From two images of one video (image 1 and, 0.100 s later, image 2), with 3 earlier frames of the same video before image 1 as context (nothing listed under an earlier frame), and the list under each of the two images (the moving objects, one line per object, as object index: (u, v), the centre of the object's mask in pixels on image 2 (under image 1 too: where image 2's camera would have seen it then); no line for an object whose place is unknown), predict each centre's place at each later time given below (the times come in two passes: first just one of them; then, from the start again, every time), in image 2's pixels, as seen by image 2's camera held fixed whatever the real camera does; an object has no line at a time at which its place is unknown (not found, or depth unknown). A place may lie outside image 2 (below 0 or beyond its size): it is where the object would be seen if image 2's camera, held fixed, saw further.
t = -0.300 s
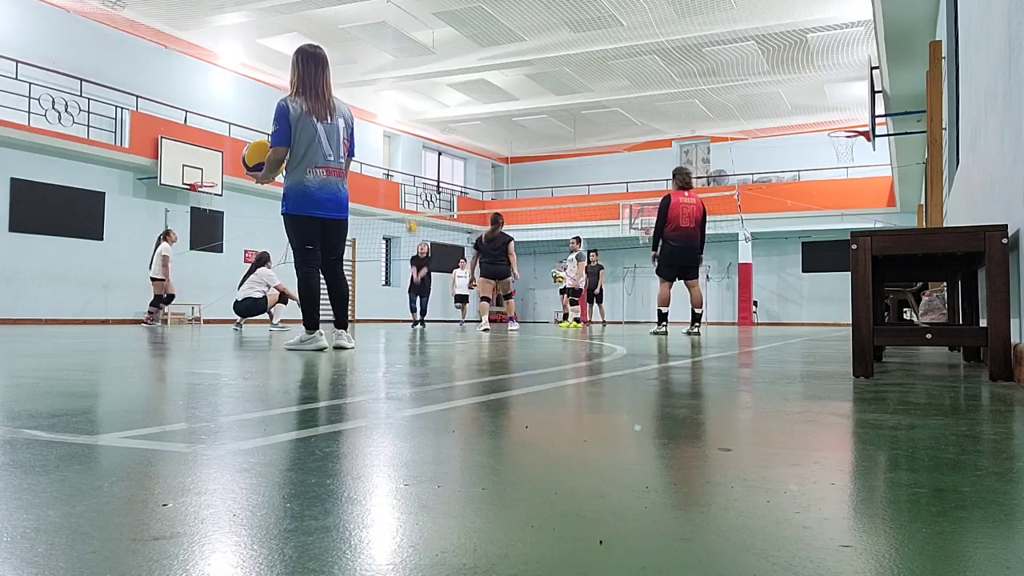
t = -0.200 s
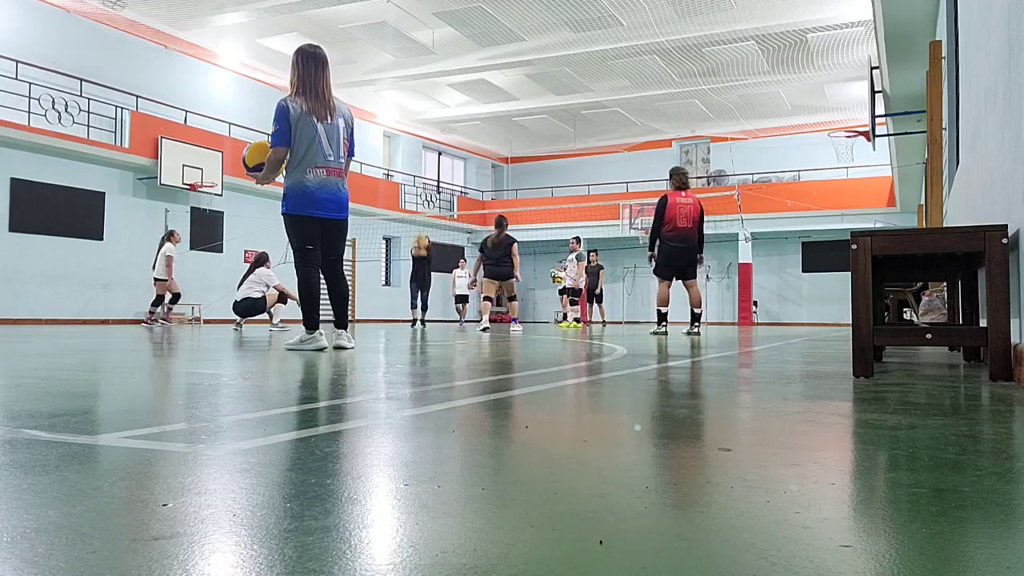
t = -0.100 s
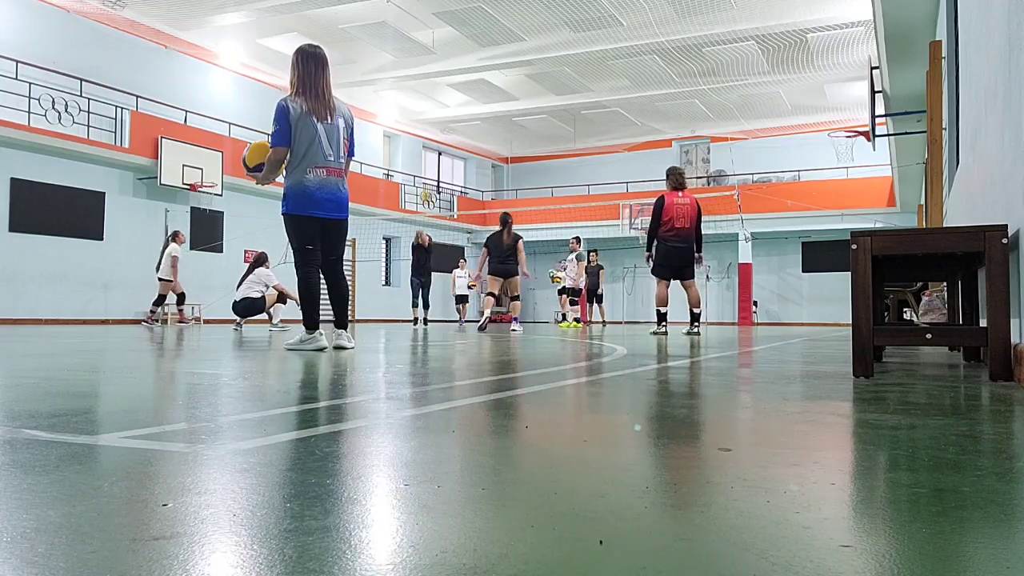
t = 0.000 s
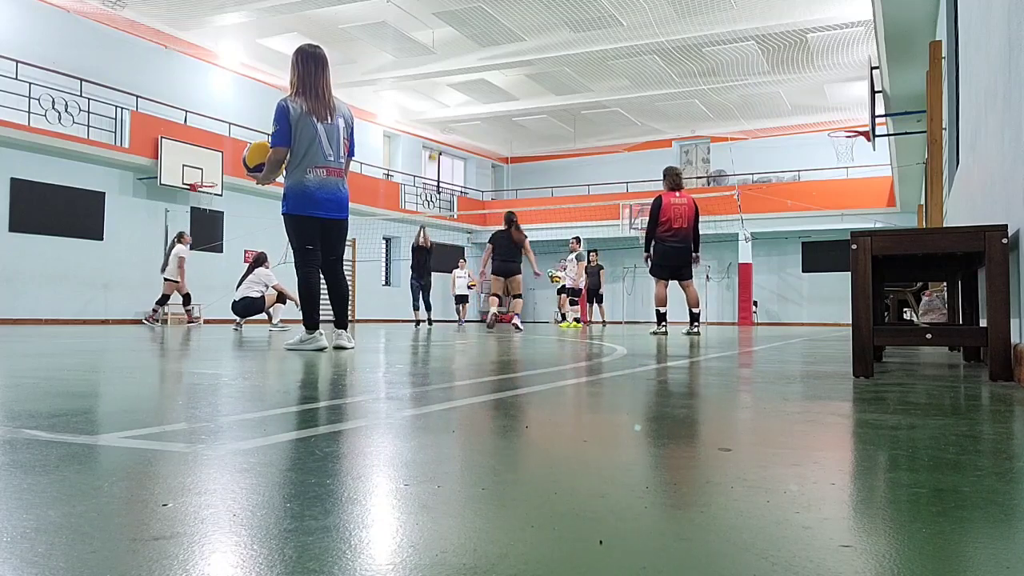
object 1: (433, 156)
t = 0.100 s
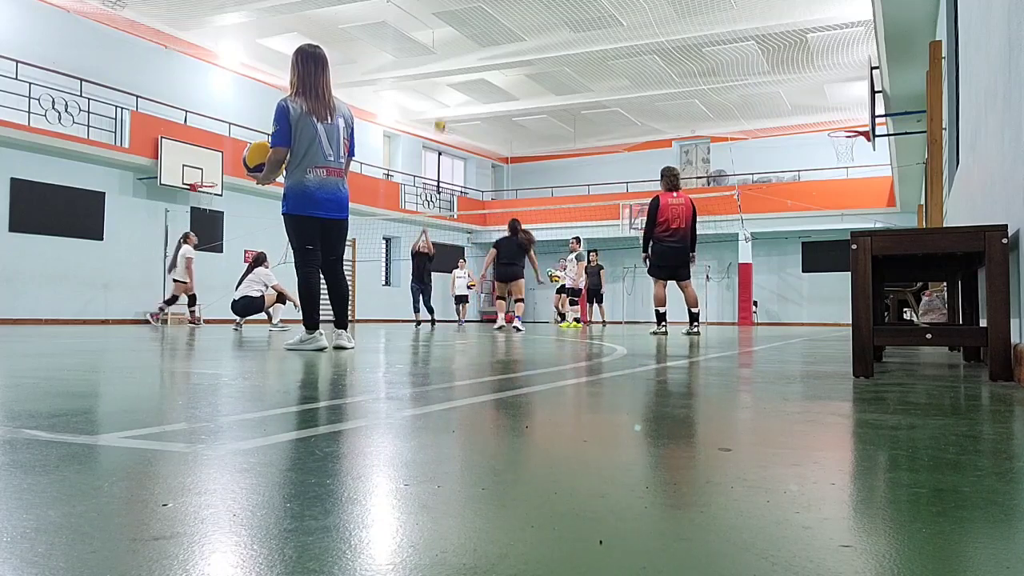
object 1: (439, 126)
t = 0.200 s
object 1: (447, 98)
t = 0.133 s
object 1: (442, 116)
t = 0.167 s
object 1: (445, 106)
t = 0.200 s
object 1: (447, 98)
